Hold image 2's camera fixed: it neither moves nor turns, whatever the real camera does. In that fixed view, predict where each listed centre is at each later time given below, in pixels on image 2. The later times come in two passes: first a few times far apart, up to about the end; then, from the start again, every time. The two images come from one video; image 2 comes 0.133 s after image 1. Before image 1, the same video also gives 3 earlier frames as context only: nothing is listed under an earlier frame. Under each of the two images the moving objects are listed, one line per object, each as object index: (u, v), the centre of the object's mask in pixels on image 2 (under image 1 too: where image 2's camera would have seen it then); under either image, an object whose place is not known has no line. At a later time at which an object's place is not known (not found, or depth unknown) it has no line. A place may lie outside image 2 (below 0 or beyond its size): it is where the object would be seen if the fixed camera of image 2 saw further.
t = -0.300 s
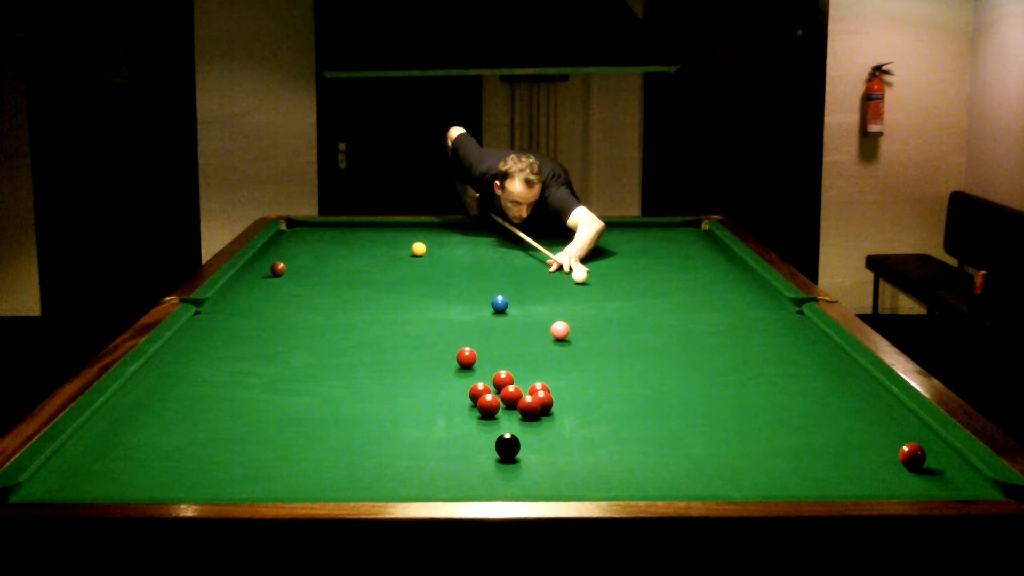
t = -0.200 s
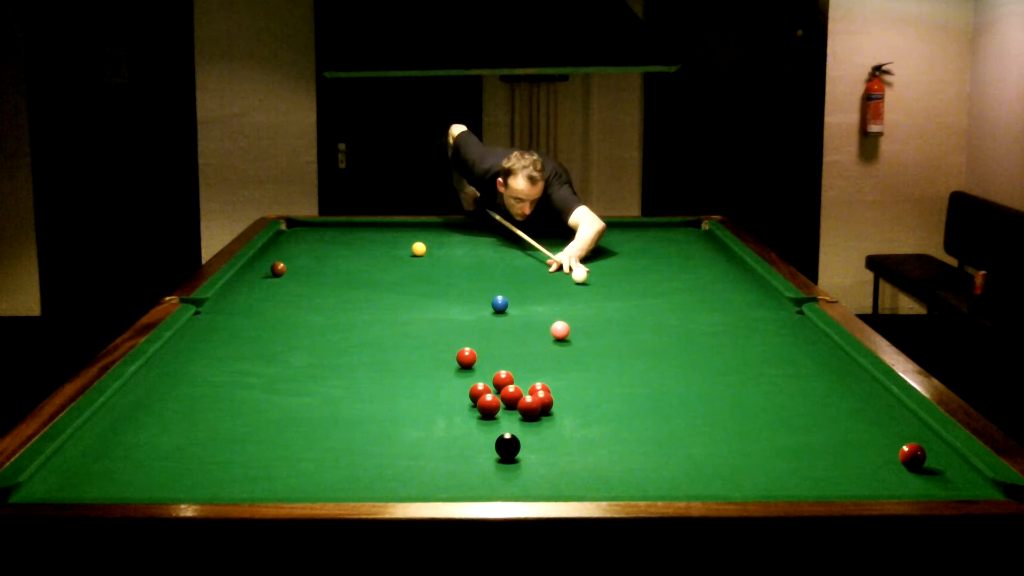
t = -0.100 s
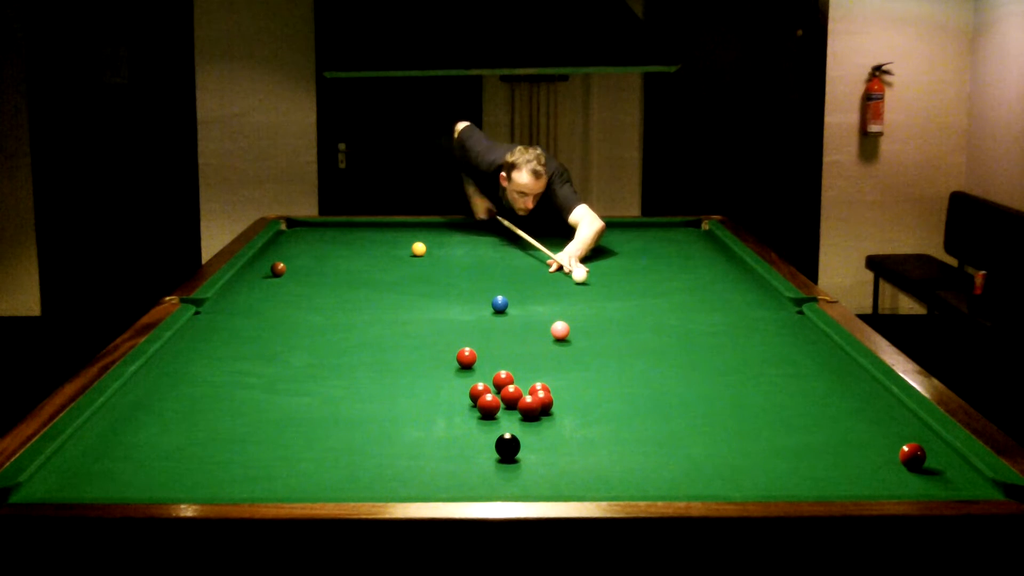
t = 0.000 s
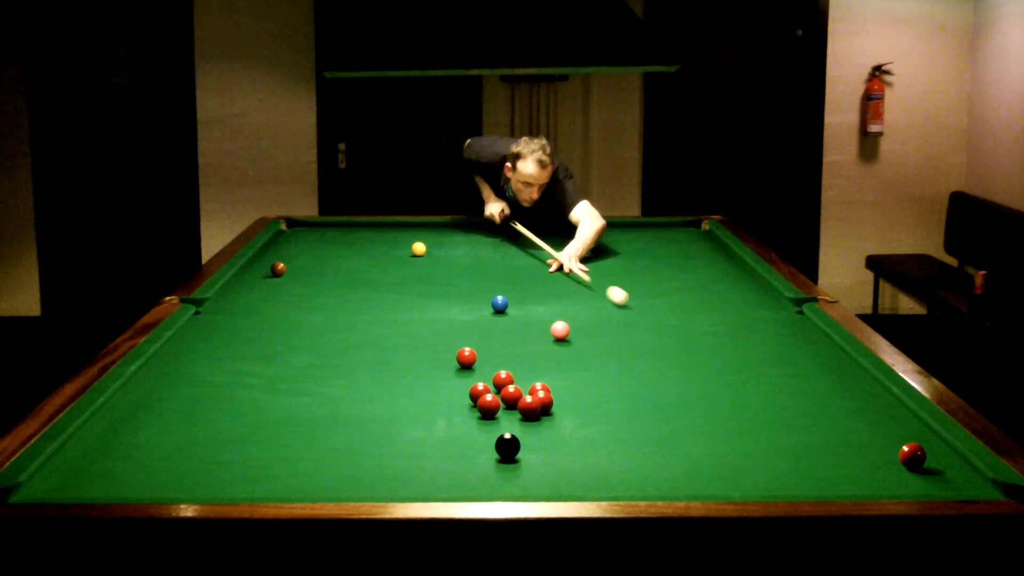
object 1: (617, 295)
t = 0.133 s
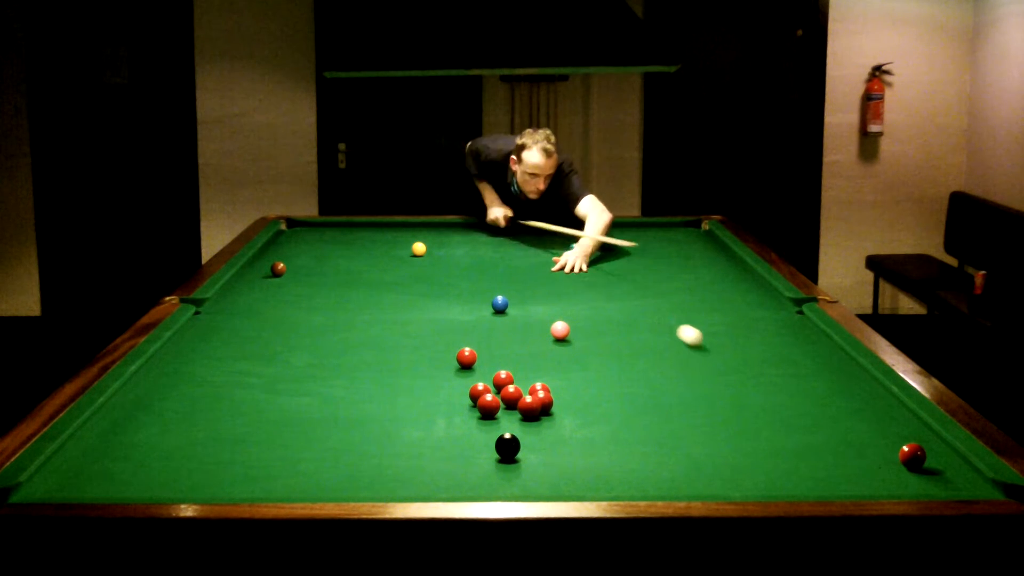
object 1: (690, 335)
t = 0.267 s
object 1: (778, 383)
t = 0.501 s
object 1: (894, 452)
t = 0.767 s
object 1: (922, 479)
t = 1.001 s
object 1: (921, 474)
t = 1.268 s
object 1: (894, 447)
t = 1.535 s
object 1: (870, 424)
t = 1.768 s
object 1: (853, 406)
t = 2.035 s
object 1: (835, 388)
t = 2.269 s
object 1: (821, 375)
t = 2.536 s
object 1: (806, 360)
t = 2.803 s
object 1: (794, 348)
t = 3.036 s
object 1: (784, 339)
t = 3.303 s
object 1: (774, 329)
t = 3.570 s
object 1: (765, 320)
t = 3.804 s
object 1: (758, 314)
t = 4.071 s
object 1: (752, 307)
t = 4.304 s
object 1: (746, 302)
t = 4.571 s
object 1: (741, 296)
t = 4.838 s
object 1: (736, 291)
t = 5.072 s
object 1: (732, 288)
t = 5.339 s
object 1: (728, 284)
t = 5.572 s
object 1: (725, 281)
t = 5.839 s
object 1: (722, 278)
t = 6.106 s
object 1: (719, 276)
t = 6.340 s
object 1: (717, 274)
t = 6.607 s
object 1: (716, 273)
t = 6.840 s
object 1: (716, 272)
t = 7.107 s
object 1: (715, 271)
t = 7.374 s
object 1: (715, 270)
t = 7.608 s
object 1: (714, 270)
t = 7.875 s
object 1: (714, 270)
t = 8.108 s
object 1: (714, 270)
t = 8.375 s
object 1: (714, 270)
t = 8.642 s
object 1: (714, 270)
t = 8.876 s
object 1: (714, 270)
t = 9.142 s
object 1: (714, 270)
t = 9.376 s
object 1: (714, 270)
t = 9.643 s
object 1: (714, 270)
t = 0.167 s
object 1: (710, 346)
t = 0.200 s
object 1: (731, 357)
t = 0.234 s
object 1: (754, 370)
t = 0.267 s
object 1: (778, 383)
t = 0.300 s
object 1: (803, 396)
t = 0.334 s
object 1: (829, 410)
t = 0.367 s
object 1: (857, 425)
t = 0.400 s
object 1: (887, 441)
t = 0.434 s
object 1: (896, 448)
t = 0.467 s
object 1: (895, 450)
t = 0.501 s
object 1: (894, 452)
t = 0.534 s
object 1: (895, 453)
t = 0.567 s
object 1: (895, 456)
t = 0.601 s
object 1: (898, 459)
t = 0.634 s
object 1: (901, 462)
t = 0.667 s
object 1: (905, 466)
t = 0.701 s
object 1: (910, 470)
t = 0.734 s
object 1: (915, 475)
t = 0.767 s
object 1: (922, 479)
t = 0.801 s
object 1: (929, 483)
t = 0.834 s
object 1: (936, 487)
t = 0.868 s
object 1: (936, 486)
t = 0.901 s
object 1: (932, 483)
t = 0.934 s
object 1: (928, 481)
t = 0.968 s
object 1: (924, 478)
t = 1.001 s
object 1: (921, 474)
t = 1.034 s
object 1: (917, 471)
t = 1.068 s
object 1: (913, 467)
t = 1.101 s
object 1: (910, 463)
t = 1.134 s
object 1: (906, 460)
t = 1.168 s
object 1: (903, 457)
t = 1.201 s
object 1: (900, 454)
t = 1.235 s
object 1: (897, 450)
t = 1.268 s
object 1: (894, 447)
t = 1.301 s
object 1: (891, 444)
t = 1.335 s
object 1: (888, 441)
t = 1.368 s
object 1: (885, 438)
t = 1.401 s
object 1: (882, 435)
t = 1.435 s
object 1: (879, 432)
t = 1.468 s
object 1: (876, 429)
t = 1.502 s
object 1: (874, 426)
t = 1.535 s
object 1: (870, 424)
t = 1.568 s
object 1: (868, 421)
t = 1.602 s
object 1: (865, 418)
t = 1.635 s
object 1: (863, 416)
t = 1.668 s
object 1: (860, 413)
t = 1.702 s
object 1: (858, 411)
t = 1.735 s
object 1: (855, 408)
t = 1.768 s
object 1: (853, 406)
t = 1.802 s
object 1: (850, 403)
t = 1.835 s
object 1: (848, 401)
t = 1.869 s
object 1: (846, 399)
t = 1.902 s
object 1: (844, 396)
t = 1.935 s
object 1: (841, 395)
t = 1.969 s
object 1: (839, 392)
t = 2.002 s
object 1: (837, 390)
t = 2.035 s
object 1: (835, 388)
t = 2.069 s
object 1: (833, 386)
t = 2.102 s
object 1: (831, 384)
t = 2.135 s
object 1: (828, 382)
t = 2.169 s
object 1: (826, 380)
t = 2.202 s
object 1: (824, 378)
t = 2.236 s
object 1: (823, 376)
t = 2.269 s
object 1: (821, 375)
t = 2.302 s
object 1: (819, 373)
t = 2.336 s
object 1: (817, 371)
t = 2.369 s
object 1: (815, 369)
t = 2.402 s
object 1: (813, 367)
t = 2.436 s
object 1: (811, 365)
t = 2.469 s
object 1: (810, 364)
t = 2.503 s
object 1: (808, 362)
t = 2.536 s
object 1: (806, 360)
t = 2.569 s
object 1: (805, 359)
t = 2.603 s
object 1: (803, 357)
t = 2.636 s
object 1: (801, 356)
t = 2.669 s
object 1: (800, 354)
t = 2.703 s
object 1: (798, 353)
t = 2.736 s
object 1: (797, 351)
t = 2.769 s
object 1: (795, 350)
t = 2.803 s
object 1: (794, 348)
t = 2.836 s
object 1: (792, 347)
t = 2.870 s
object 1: (791, 345)
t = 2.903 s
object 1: (789, 344)
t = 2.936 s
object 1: (788, 342)
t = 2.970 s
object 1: (787, 341)
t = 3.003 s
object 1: (785, 340)
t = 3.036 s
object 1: (784, 339)
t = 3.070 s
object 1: (782, 337)
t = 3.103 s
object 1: (781, 336)
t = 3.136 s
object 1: (780, 335)
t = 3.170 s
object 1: (779, 334)
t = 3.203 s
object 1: (777, 332)
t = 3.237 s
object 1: (776, 331)
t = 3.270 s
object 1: (775, 330)
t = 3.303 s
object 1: (774, 329)
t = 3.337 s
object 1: (773, 328)
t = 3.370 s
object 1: (772, 327)
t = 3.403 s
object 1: (771, 326)
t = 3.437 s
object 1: (770, 324)
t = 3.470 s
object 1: (769, 323)
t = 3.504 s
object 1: (767, 322)
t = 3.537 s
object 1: (766, 321)
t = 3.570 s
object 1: (765, 320)
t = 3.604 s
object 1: (764, 319)
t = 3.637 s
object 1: (763, 318)
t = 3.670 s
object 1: (762, 317)
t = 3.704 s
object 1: (761, 316)
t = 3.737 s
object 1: (760, 315)
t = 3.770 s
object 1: (759, 315)
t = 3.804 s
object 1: (758, 314)
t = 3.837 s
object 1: (757, 313)
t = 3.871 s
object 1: (756, 312)
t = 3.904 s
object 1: (756, 311)
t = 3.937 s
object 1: (755, 310)
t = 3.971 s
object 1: (754, 309)
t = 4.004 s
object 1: (753, 309)
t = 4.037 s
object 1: (752, 308)
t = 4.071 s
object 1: (752, 307)
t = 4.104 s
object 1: (751, 306)
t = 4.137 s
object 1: (750, 305)
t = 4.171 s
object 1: (749, 305)
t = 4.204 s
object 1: (749, 304)
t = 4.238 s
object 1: (748, 303)
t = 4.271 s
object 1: (747, 302)
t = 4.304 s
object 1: (746, 302)
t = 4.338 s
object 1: (746, 301)
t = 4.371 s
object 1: (745, 300)
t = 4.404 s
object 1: (744, 300)
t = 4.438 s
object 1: (744, 299)
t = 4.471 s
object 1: (743, 298)
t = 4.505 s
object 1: (742, 297)
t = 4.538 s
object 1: (742, 297)
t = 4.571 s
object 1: (741, 296)
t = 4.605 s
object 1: (741, 295)
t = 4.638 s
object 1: (740, 295)
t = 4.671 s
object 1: (739, 294)
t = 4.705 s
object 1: (739, 294)
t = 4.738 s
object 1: (738, 293)
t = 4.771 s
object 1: (737, 293)
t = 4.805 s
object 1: (737, 292)
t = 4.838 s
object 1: (736, 291)
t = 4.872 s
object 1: (736, 291)
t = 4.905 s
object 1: (735, 290)
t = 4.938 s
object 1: (735, 290)
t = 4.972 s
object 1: (734, 289)
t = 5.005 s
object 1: (733, 289)
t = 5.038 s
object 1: (733, 288)
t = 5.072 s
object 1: (732, 288)
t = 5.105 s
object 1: (732, 287)
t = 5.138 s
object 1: (731, 287)
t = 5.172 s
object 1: (731, 286)
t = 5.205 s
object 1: (730, 286)
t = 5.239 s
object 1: (730, 285)
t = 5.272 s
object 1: (729, 285)
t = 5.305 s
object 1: (728, 285)
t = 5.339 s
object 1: (728, 284)
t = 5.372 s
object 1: (727, 284)
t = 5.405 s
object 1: (727, 283)
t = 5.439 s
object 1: (726, 283)
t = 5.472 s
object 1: (726, 282)
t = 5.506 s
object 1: (725, 282)
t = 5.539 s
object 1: (725, 282)
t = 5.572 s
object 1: (725, 281)
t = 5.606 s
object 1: (724, 281)
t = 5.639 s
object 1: (724, 280)
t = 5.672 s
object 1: (724, 280)
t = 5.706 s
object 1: (723, 280)
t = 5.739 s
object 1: (723, 279)
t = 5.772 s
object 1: (722, 279)
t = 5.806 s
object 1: (722, 279)
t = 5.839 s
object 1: (722, 278)
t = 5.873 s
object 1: (721, 278)
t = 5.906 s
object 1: (721, 278)
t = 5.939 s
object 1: (721, 278)
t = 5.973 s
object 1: (720, 277)
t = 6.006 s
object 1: (720, 277)
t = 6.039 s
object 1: (720, 277)
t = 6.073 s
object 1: (720, 276)
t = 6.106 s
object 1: (719, 276)
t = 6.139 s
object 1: (719, 276)
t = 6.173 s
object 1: (719, 276)
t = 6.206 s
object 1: (718, 275)
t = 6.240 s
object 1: (718, 275)
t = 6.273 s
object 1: (718, 275)
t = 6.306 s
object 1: (718, 274)
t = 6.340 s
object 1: (717, 274)
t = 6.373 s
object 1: (717, 274)
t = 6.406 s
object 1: (717, 274)
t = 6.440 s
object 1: (717, 274)
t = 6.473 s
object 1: (717, 273)
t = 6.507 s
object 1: (717, 273)
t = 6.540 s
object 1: (716, 273)
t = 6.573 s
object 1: (716, 273)
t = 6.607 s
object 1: (716, 273)
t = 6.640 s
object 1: (716, 273)
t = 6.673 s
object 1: (716, 272)
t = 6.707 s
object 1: (716, 272)
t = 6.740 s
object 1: (716, 272)
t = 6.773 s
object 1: (716, 272)
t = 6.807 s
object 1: (716, 272)
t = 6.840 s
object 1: (716, 272)
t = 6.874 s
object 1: (716, 271)
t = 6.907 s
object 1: (715, 271)
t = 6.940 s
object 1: (715, 271)
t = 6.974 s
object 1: (715, 271)
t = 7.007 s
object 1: (715, 271)
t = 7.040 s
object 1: (715, 271)
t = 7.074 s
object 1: (715, 271)
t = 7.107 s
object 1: (715, 271)
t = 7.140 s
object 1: (715, 271)
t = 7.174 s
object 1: (715, 271)
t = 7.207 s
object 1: (715, 271)
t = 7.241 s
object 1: (715, 271)
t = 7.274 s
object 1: (715, 270)
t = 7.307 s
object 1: (715, 270)
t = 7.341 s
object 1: (715, 270)
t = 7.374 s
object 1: (715, 270)
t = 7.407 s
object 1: (715, 270)
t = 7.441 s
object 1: (715, 270)
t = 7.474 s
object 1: (715, 270)
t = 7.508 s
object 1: (715, 270)
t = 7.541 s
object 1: (715, 270)
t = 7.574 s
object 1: (714, 270)
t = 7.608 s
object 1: (714, 270)
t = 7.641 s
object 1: (714, 270)
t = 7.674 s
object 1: (714, 270)
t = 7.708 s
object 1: (714, 270)
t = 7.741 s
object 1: (714, 270)
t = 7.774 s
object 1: (714, 270)
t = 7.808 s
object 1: (714, 270)
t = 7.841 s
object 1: (714, 270)
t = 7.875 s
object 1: (714, 270)
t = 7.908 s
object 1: (714, 270)
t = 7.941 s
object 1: (714, 270)
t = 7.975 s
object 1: (714, 270)
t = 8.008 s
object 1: (714, 270)
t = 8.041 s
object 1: (714, 270)
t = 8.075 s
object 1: (714, 270)
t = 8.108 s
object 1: (714, 270)
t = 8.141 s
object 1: (714, 270)
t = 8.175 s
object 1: (714, 270)
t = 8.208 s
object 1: (714, 270)
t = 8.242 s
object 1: (714, 270)
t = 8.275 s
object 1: (714, 270)
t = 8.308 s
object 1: (714, 270)
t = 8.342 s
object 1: (714, 270)
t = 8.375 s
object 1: (714, 270)
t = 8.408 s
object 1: (714, 270)
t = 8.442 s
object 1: (714, 270)
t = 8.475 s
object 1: (714, 270)
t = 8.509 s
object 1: (714, 270)
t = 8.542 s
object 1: (714, 270)
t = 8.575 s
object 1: (714, 270)
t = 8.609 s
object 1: (714, 270)
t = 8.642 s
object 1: (714, 270)
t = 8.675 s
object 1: (714, 270)
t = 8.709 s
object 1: (714, 270)
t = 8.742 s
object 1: (714, 270)
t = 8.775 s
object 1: (714, 270)
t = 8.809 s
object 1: (714, 270)
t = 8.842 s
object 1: (714, 270)
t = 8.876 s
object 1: (714, 270)
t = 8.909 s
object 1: (714, 270)
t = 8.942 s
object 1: (714, 270)
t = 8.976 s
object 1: (714, 270)
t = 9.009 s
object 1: (714, 270)
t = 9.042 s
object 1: (714, 270)
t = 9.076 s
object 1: (714, 270)
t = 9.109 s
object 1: (714, 270)
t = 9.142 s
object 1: (714, 270)
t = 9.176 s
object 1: (714, 270)
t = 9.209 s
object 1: (714, 270)
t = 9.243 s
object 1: (714, 270)
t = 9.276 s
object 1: (714, 270)
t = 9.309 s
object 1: (714, 270)
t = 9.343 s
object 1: (714, 270)
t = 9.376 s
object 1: (714, 270)
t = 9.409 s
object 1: (714, 270)
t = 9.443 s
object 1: (714, 270)
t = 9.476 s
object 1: (714, 270)
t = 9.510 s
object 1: (714, 270)
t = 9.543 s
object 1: (714, 270)
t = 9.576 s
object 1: (714, 270)
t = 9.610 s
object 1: (714, 270)
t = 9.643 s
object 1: (714, 270)
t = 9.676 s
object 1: (714, 270)
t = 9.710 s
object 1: (714, 270)
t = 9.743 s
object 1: (714, 270)
